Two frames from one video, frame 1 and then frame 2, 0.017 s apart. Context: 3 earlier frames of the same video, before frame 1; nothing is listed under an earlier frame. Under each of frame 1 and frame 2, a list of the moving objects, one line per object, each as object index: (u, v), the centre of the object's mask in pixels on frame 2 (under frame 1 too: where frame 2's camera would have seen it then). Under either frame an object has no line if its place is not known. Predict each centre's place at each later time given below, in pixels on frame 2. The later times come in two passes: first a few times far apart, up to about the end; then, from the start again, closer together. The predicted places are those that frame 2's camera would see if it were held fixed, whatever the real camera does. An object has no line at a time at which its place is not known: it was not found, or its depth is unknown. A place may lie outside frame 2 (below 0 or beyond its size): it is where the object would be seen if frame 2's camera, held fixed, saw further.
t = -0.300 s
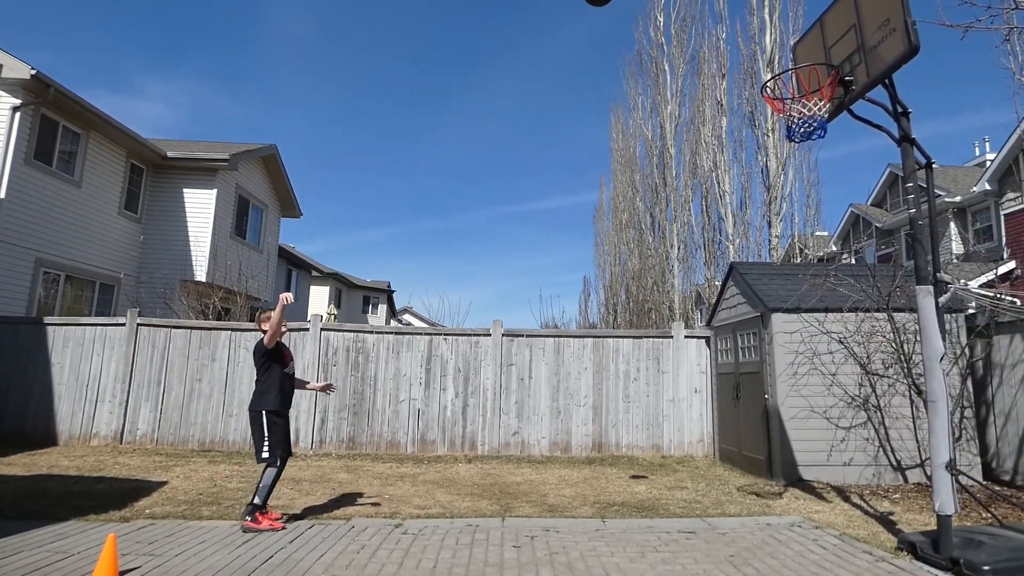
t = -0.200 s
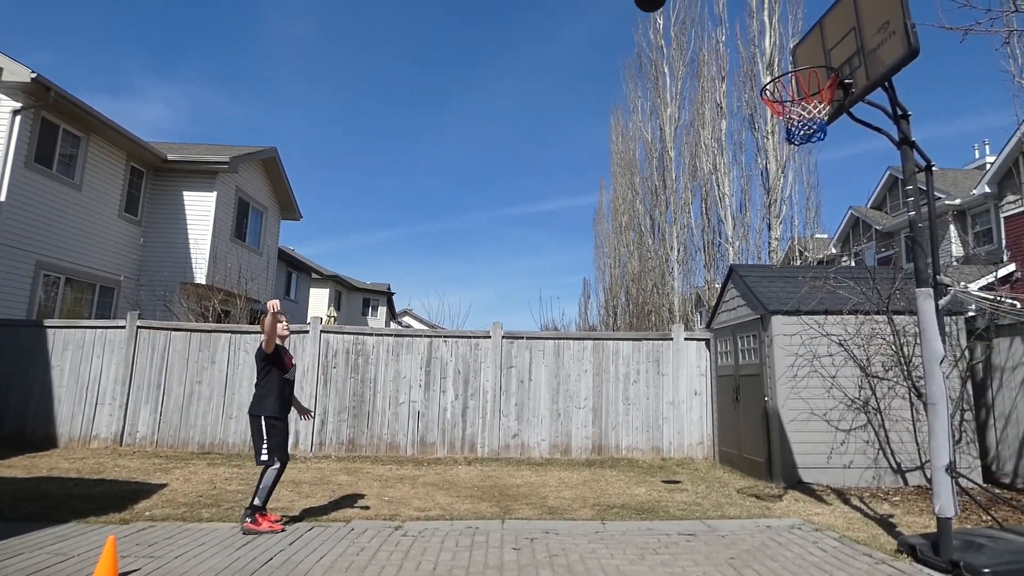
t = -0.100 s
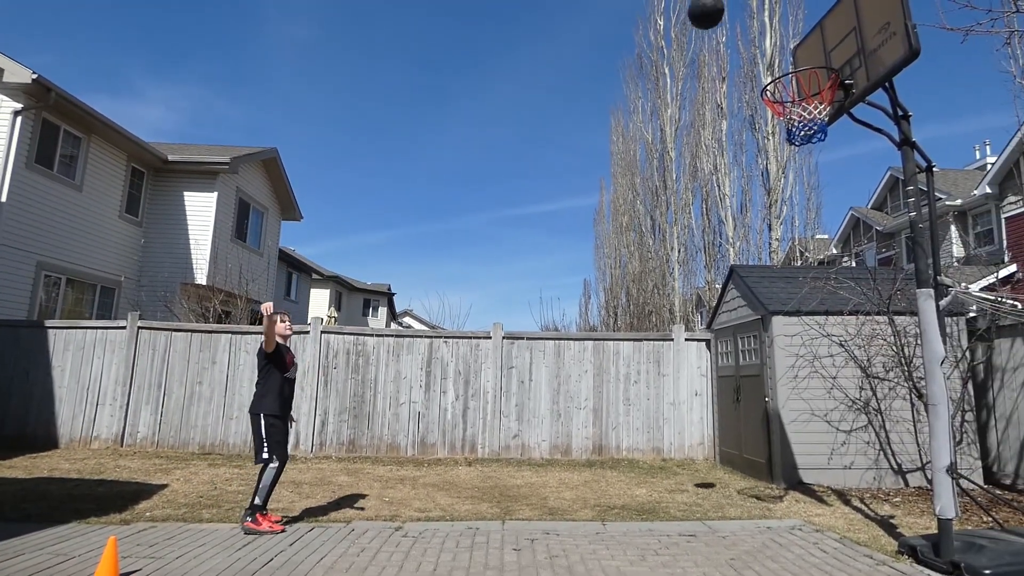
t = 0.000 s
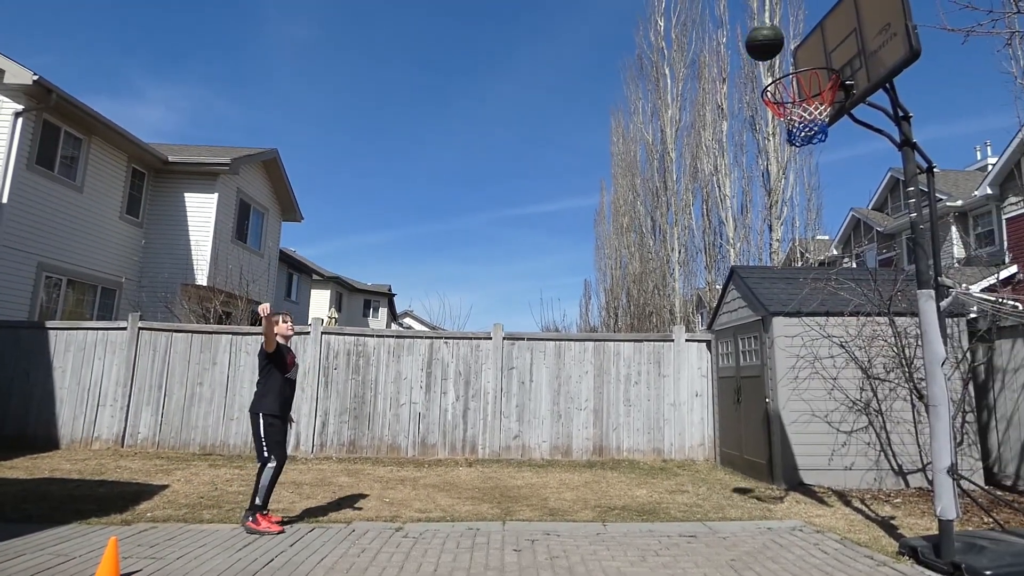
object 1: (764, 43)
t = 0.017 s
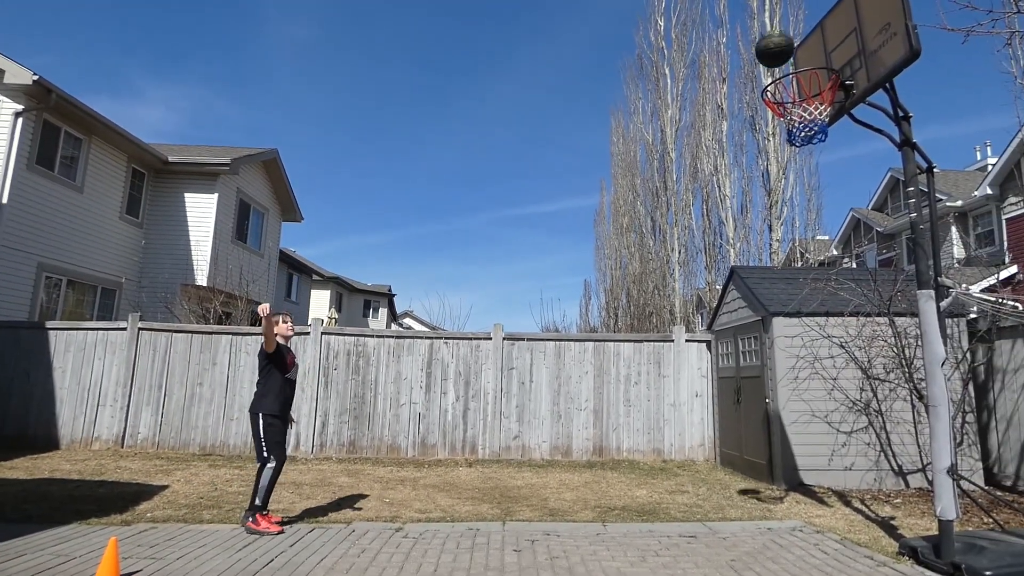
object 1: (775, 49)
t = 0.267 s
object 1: (797, 124)
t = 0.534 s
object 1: (788, 126)
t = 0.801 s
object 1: (811, 217)
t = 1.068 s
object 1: (840, 452)
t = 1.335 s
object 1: (843, 426)
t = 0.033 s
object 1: (784, 56)
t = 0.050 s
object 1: (794, 62)
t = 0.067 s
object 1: (805, 71)
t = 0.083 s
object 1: (811, 81)
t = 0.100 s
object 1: (814, 87)
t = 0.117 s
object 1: (823, 92)
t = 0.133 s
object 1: (827, 95)
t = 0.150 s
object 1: (825, 95)
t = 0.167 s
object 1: (820, 129)
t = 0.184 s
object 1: (819, 130)
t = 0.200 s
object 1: (816, 132)
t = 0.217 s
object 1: (813, 131)
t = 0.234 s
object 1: (810, 130)
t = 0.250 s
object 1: (802, 121)
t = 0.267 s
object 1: (797, 124)
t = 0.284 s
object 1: (799, 122)
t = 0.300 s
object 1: (796, 123)
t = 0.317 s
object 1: (793, 122)
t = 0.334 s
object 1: (790, 121)
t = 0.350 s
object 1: (790, 120)
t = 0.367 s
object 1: (787, 120)
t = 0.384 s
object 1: (785, 120)
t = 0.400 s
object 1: (786, 119)
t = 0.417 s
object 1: (785, 119)
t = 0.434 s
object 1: (785, 120)
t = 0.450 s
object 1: (786, 120)
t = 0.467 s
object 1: (786, 119)
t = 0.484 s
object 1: (787, 120)
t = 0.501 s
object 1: (788, 120)
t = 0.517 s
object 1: (787, 125)
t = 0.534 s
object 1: (788, 126)
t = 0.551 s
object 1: (790, 128)
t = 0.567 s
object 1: (790, 134)
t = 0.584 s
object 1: (791, 135)
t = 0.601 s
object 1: (793, 138)
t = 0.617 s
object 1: (795, 141)
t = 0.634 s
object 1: (796, 146)
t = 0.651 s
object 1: (797, 151)
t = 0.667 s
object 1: (799, 156)
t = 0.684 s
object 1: (800, 161)
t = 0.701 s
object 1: (802, 168)
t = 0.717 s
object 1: (803, 175)
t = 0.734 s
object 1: (805, 182)
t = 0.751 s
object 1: (806, 190)
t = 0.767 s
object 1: (808, 199)
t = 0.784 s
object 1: (809, 207)
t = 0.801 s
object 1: (811, 217)
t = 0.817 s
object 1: (812, 227)
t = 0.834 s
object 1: (814, 237)
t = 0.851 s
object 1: (816, 248)
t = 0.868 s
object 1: (817, 259)
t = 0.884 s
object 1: (818, 271)
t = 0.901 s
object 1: (820, 286)
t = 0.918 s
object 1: (822, 298)
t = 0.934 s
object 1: (824, 312)
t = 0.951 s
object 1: (827, 326)
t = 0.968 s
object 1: (829, 343)
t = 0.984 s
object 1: (831, 359)
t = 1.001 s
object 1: (833, 376)
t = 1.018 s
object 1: (834, 395)
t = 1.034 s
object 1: (836, 413)
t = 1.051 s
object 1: (839, 432)
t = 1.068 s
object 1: (840, 452)
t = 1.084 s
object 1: (842, 473)
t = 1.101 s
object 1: (844, 496)
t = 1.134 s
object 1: (849, 542)
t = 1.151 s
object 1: (849, 557)
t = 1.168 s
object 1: (849, 564)
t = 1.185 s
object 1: (851, 556)
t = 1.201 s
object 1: (851, 546)
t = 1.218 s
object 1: (850, 529)
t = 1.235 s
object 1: (849, 512)
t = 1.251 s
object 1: (848, 496)
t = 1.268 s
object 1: (847, 481)
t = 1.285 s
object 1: (846, 466)
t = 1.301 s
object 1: (845, 453)
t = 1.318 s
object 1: (844, 439)
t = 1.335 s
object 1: (843, 426)
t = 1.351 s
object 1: (842, 414)
